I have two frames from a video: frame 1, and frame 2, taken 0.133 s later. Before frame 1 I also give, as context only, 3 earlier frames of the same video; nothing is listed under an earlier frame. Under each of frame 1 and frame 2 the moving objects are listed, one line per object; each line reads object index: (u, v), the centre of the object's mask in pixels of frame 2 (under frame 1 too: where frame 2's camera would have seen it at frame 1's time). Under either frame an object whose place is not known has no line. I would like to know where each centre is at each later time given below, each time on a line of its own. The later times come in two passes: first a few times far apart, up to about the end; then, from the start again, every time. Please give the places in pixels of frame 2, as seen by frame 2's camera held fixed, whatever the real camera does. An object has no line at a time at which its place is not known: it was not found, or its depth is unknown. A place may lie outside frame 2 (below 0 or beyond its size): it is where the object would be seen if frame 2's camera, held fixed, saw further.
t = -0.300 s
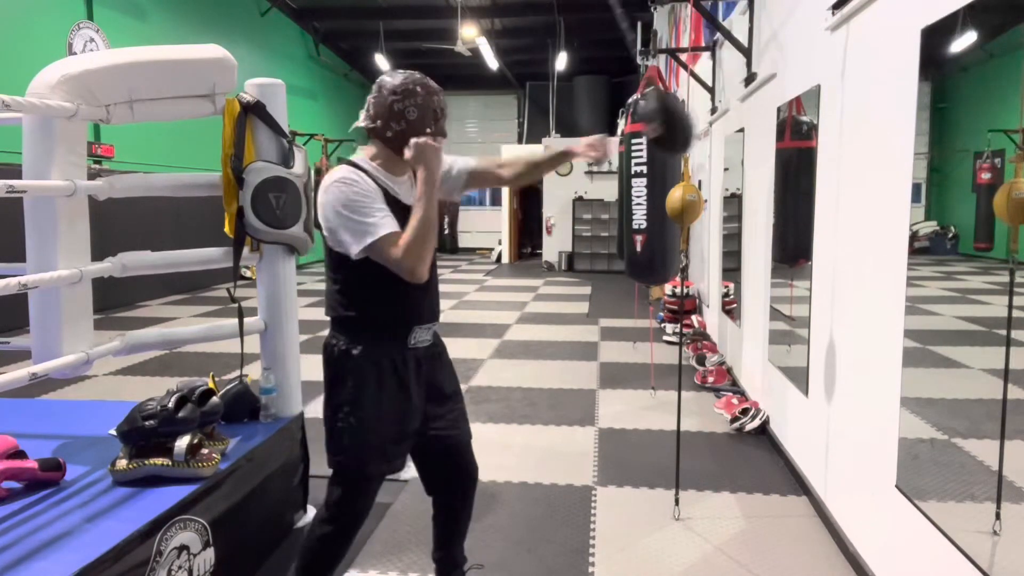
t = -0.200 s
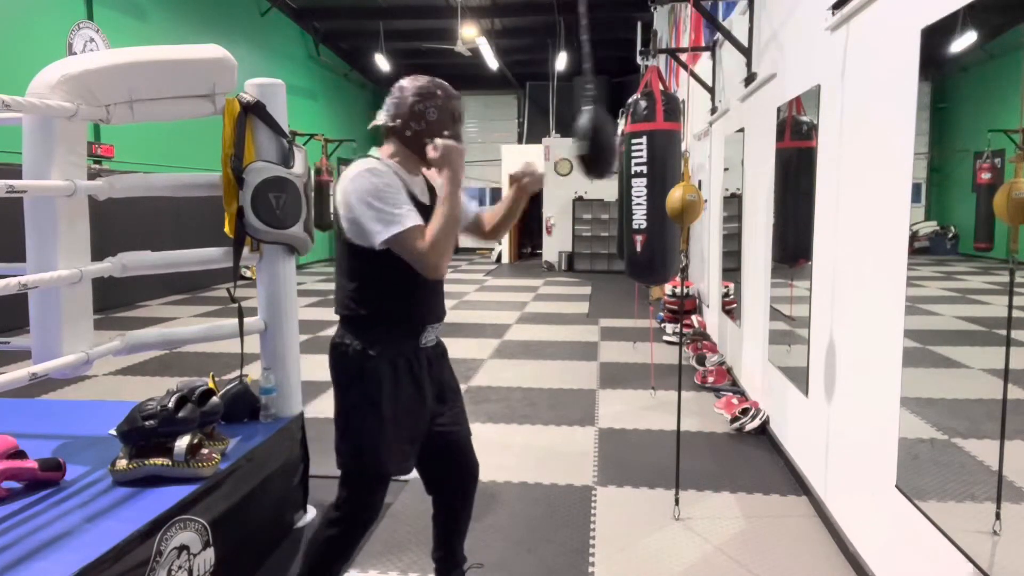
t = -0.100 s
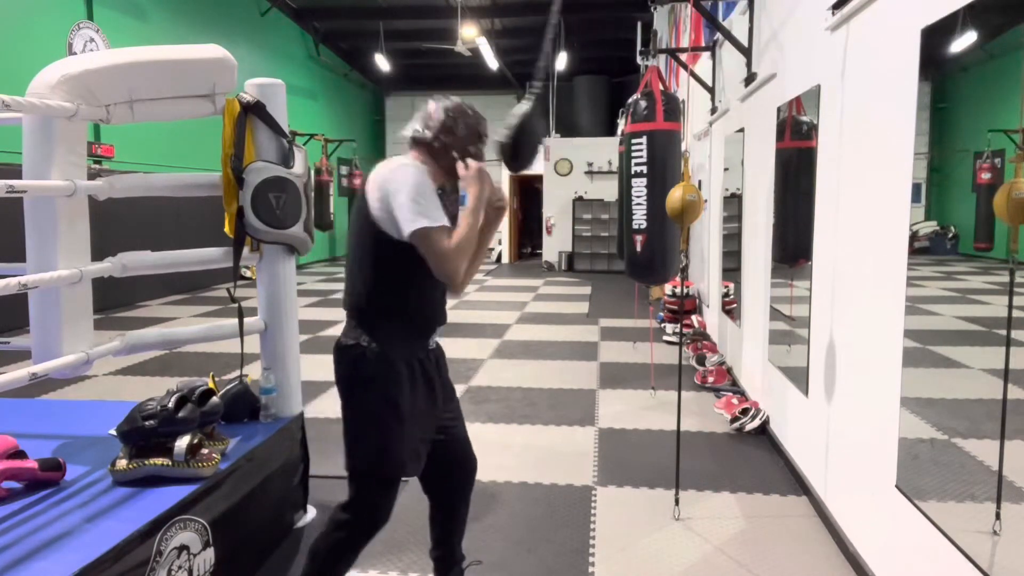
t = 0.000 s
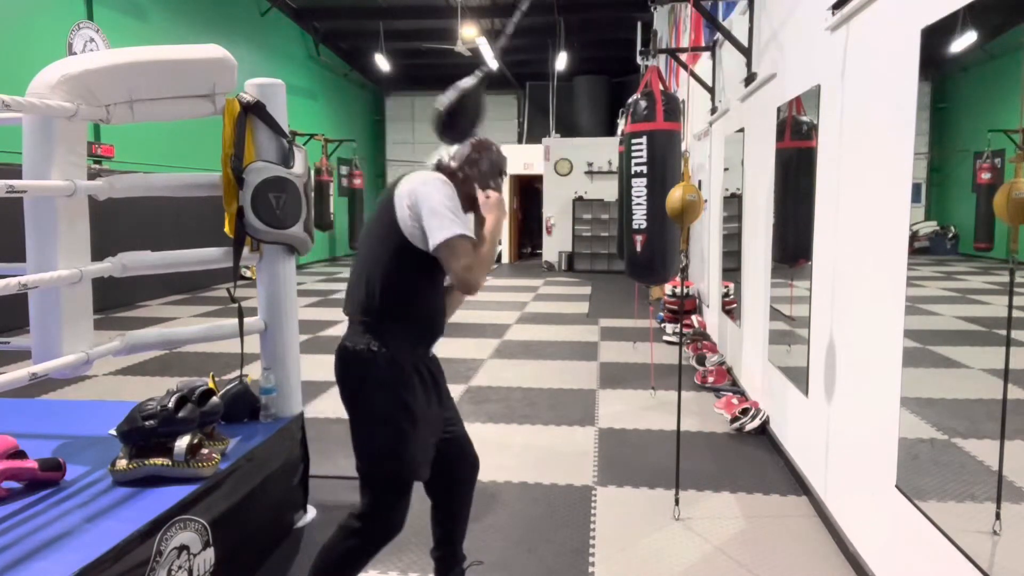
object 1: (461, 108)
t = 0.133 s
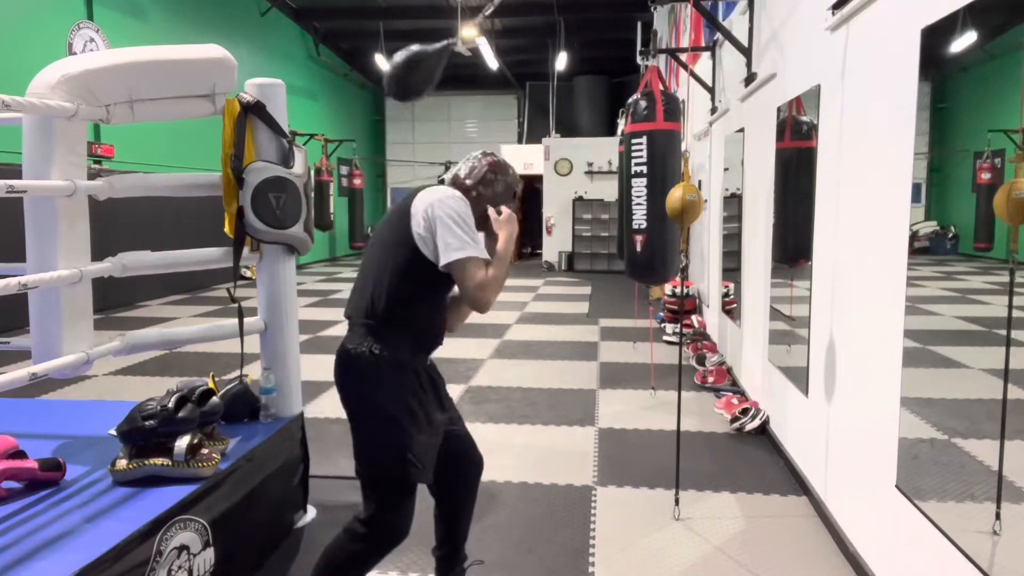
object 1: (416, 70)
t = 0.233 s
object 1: (405, 57)
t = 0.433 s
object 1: (434, 89)
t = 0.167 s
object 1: (411, 64)
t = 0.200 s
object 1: (406, 59)
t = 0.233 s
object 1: (405, 57)
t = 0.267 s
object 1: (405, 57)
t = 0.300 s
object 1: (407, 59)
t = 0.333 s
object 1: (411, 64)
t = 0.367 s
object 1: (417, 71)
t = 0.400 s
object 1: (424, 79)
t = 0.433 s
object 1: (434, 89)
